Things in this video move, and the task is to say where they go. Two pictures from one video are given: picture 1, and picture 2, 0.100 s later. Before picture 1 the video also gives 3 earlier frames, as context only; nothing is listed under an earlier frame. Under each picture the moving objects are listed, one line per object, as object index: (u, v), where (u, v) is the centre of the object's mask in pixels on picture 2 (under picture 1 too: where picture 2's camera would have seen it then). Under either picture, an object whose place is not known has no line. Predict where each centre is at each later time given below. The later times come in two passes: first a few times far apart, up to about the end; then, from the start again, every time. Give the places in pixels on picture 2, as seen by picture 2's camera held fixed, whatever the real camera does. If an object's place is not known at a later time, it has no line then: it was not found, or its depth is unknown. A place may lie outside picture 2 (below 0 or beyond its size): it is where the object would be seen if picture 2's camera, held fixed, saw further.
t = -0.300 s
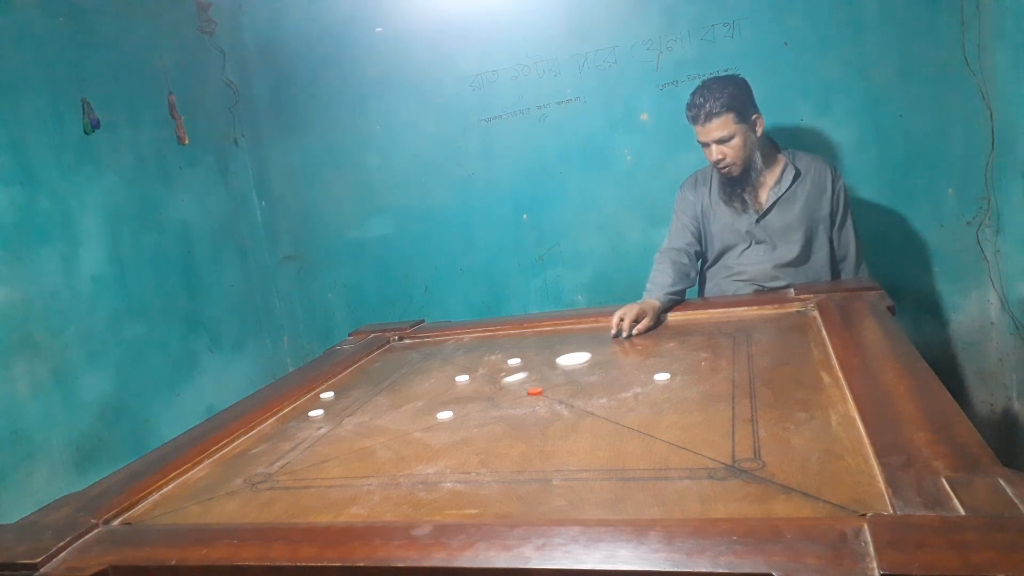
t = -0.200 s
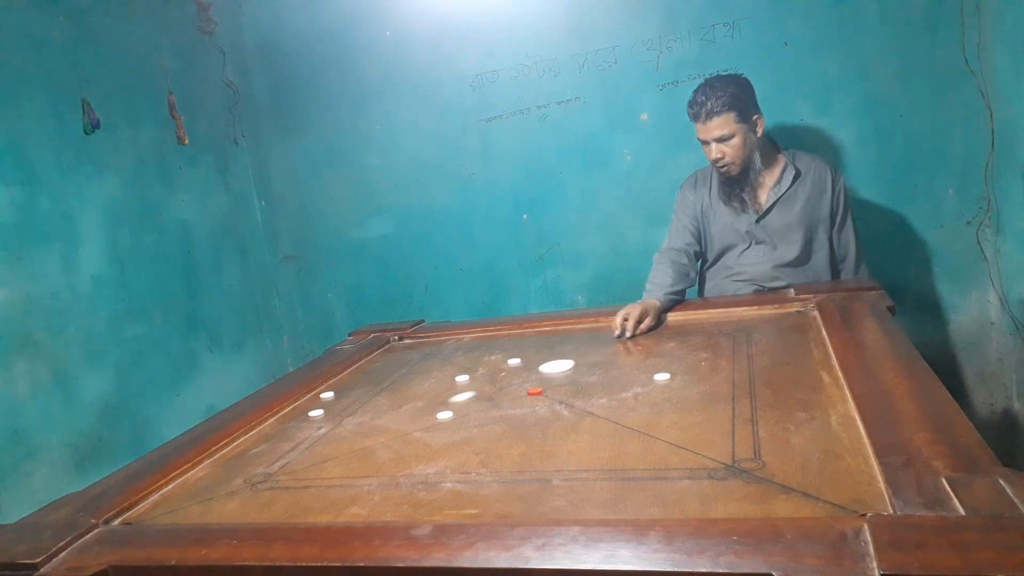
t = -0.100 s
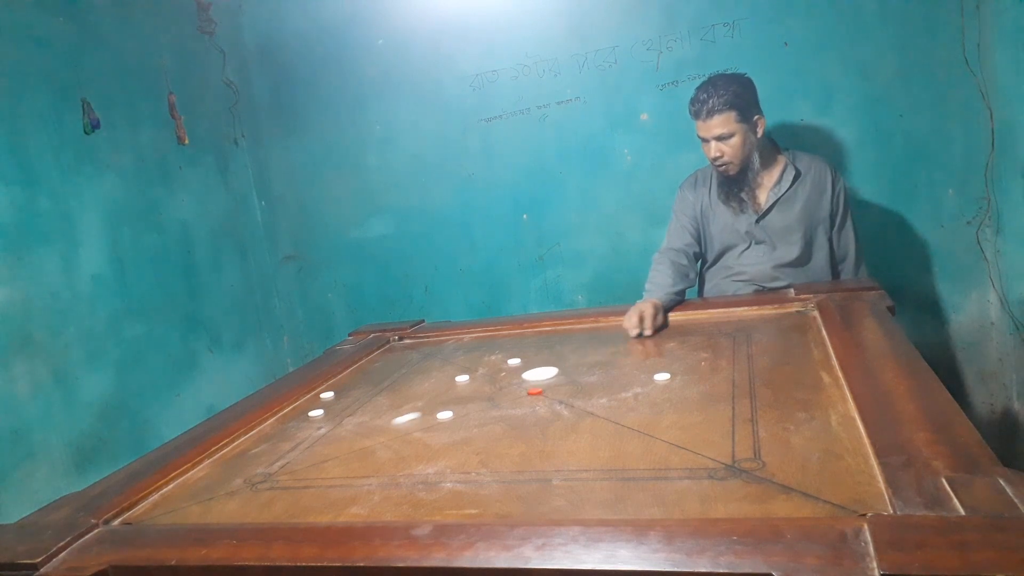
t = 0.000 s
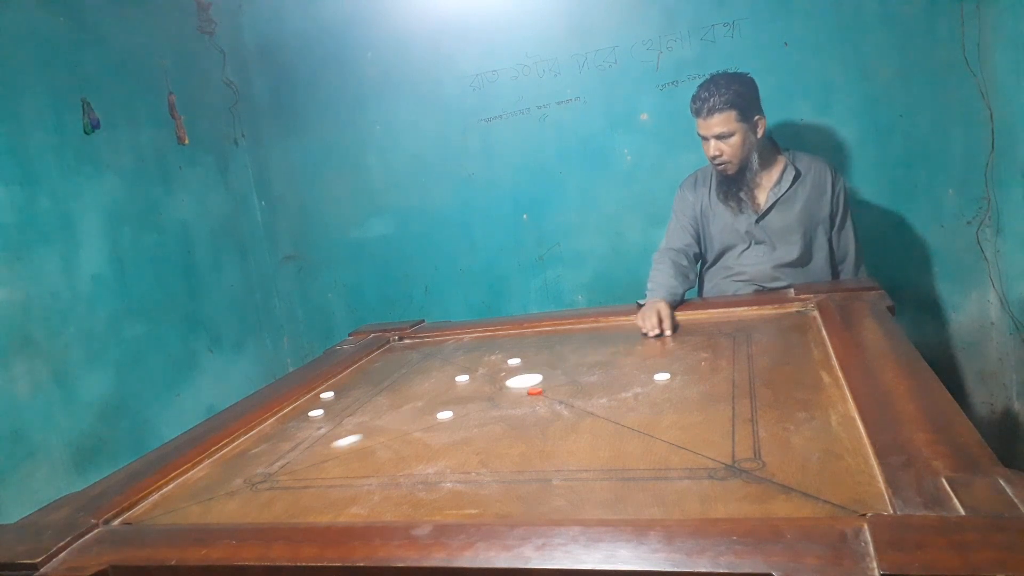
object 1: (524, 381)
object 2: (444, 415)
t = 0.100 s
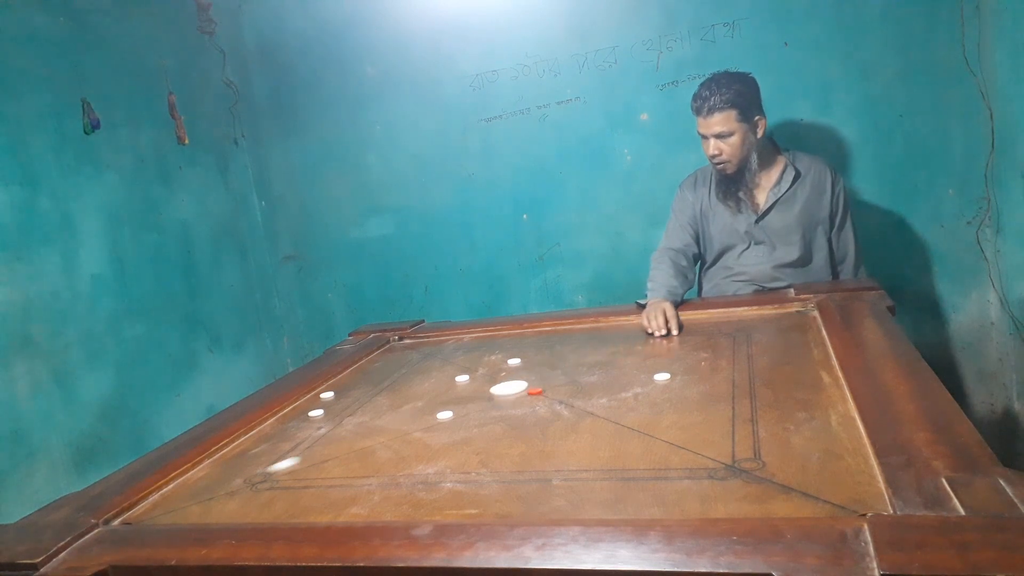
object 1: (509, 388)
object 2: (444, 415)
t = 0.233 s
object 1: (489, 397)
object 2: (444, 415)
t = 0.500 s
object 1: (457, 413)
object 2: (412, 426)
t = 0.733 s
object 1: (437, 423)
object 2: (352, 446)
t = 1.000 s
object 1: (421, 431)
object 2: (291, 466)
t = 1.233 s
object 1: (412, 435)
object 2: (244, 482)
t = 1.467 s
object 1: (408, 437)
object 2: (201, 496)
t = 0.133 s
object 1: (504, 390)
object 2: (444, 415)
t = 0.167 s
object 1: (499, 393)
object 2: (444, 415)
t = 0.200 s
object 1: (495, 395)
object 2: (444, 415)
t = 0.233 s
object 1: (489, 397)
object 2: (444, 415)
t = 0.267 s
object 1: (485, 399)
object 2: (444, 415)
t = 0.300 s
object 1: (480, 401)
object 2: (445, 415)
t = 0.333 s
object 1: (475, 404)
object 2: (444, 415)
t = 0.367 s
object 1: (471, 406)
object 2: (444, 415)
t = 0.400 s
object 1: (467, 408)
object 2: (438, 417)
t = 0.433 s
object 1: (463, 409)
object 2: (430, 420)
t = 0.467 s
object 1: (460, 411)
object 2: (421, 423)
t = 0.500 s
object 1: (457, 413)
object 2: (412, 426)
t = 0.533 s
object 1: (453, 414)
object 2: (404, 429)
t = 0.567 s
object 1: (450, 416)
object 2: (395, 432)
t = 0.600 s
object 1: (447, 418)
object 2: (386, 435)
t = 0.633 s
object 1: (444, 419)
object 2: (377, 438)
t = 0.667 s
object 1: (442, 421)
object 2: (369, 441)
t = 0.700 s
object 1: (439, 422)
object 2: (361, 443)
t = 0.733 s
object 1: (437, 423)
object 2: (352, 446)
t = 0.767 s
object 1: (434, 424)
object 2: (344, 449)
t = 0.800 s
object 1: (432, 425)
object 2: (336, 452)
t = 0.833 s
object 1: (430, 426)
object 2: (328, 454)
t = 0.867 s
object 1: (428, 427)
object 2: (320, 457)
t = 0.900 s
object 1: (426, 428)
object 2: (313, 459)
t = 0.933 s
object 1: (424, 429)
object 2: (305, 462)
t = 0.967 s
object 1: (423, 430)
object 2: (298, 464)
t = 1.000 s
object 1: (421, 431)
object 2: (291, 466)
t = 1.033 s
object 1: (420, 432)
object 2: (283, 468)
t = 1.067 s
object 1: (418, 432)
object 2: (276, 471)
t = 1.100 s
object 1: (417, 433)
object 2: (270, 473)
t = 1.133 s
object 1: (416, 434)
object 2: (263, 475)
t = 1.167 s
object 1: (414, 434)
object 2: (256, 477)
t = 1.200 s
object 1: (413, 435)
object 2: (250, 479)
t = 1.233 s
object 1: (412, 435)
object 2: (244, 482)
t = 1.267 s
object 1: (411, 436)
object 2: (238, 484)
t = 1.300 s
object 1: (411, 436)
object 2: (232, 486)
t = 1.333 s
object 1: (410, 436)
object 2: (226, 487)
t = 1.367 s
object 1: (409, 437)
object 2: (221, 490)
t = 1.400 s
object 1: (409, 437)
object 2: (215, 491)
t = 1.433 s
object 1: (408, 437)
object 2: (210, 493)
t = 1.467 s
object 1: (408, 437)
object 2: (201, 496)
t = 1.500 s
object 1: (408, 437)
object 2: (196, 498)
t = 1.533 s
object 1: (408, 437)
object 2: (192, 499)
